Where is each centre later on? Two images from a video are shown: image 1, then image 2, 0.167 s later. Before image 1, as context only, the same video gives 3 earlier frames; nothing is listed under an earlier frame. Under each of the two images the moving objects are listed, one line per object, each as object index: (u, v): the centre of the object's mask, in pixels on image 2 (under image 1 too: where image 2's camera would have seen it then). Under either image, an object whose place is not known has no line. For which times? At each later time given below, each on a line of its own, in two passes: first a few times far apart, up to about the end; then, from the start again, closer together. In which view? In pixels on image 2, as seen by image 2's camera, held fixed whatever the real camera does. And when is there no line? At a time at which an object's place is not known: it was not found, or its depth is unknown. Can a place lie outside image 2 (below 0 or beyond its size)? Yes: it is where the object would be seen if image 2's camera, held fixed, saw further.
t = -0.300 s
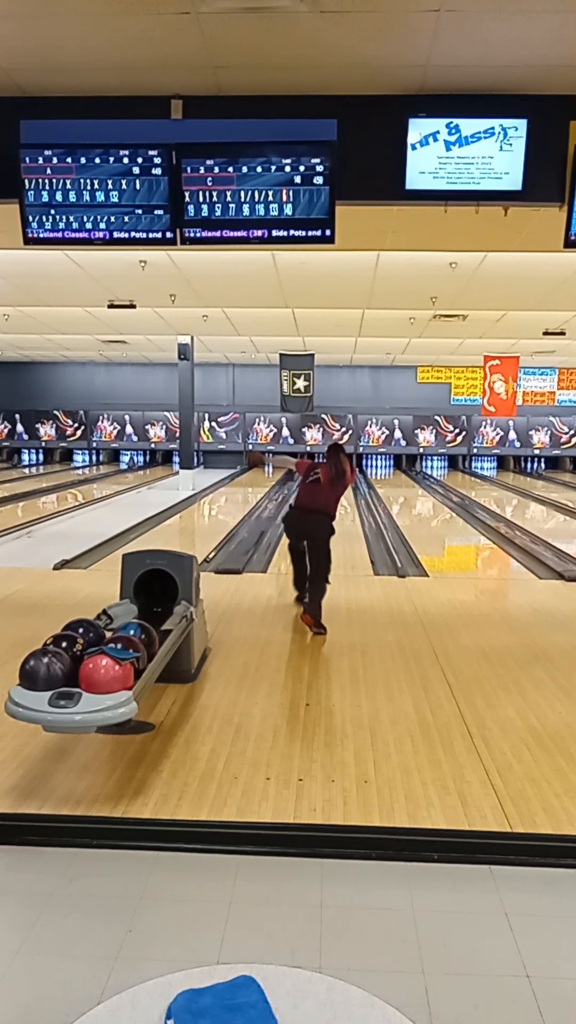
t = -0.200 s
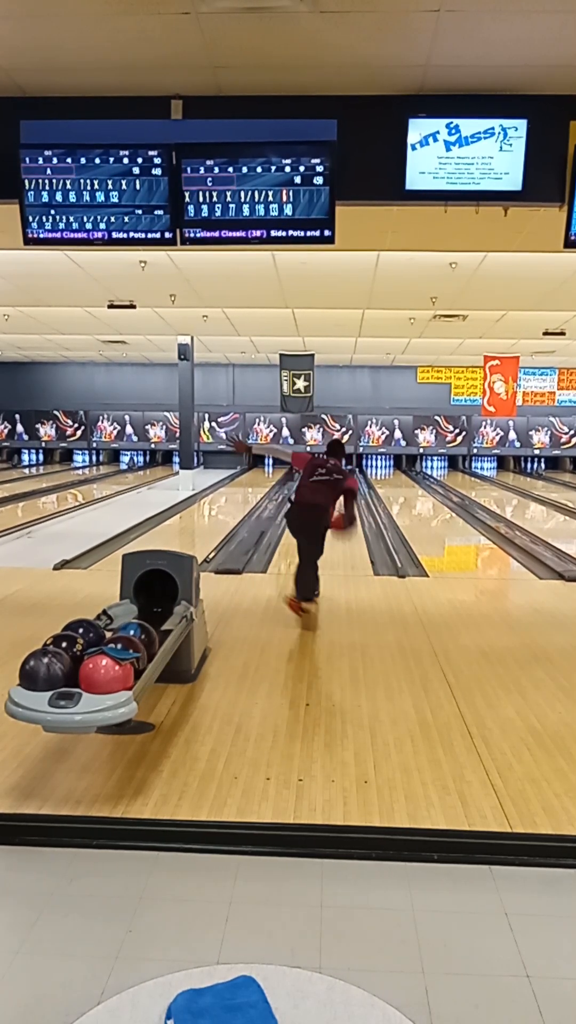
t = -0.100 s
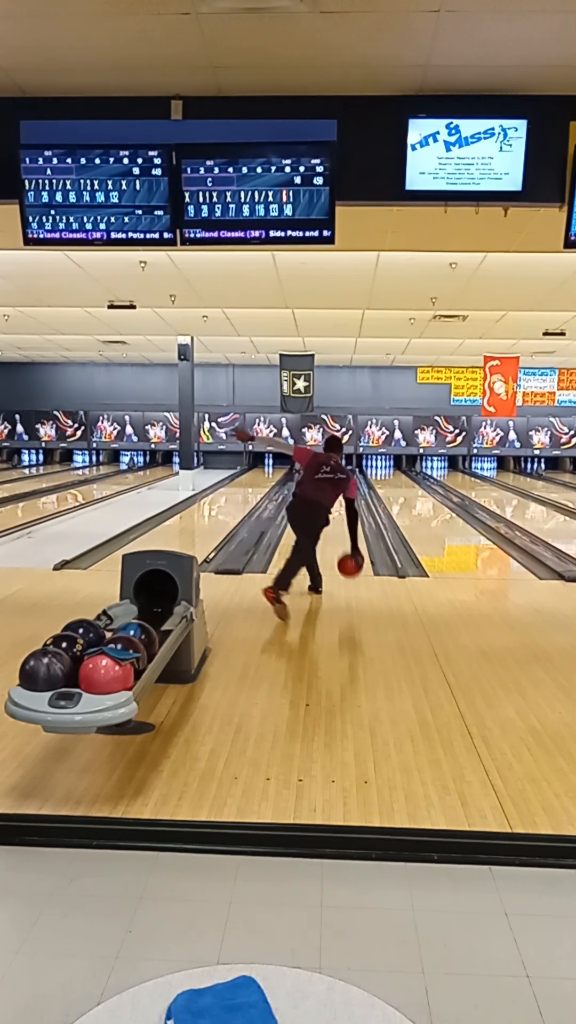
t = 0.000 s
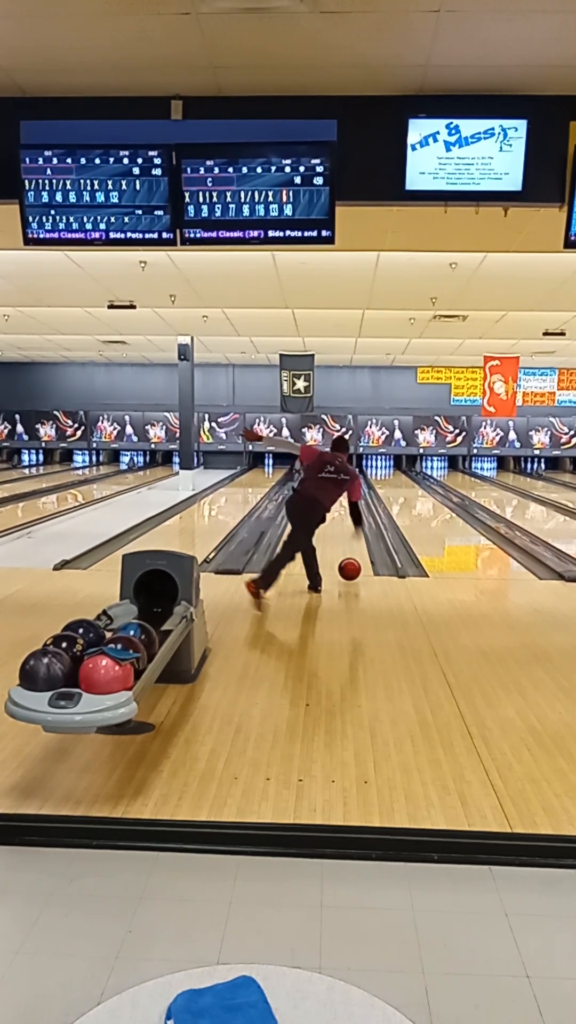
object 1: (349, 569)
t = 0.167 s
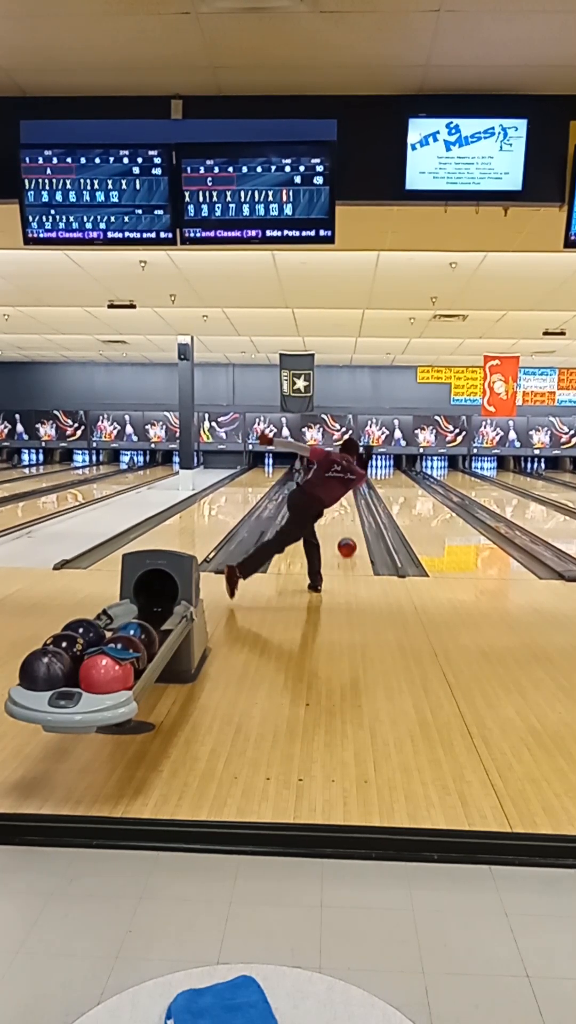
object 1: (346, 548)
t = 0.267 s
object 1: (346, 537)
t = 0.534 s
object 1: (343, 514)
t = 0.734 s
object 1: (341, 504)
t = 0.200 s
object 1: (346, 544)
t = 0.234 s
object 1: (346, 540)
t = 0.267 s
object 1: (346, 537)
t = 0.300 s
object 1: (345, 533)
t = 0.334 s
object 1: (345, 531)
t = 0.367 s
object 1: (344, 527)
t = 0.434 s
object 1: (344, 523)
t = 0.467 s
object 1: (343, 519)
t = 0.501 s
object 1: (343, 517)
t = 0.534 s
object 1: (343, 514)
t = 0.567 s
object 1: (342, 512)
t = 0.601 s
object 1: (342, 510)
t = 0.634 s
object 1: (342, 508)
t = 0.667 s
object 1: (342, 507)
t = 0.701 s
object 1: (342, 505)
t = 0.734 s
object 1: (341, 504)
